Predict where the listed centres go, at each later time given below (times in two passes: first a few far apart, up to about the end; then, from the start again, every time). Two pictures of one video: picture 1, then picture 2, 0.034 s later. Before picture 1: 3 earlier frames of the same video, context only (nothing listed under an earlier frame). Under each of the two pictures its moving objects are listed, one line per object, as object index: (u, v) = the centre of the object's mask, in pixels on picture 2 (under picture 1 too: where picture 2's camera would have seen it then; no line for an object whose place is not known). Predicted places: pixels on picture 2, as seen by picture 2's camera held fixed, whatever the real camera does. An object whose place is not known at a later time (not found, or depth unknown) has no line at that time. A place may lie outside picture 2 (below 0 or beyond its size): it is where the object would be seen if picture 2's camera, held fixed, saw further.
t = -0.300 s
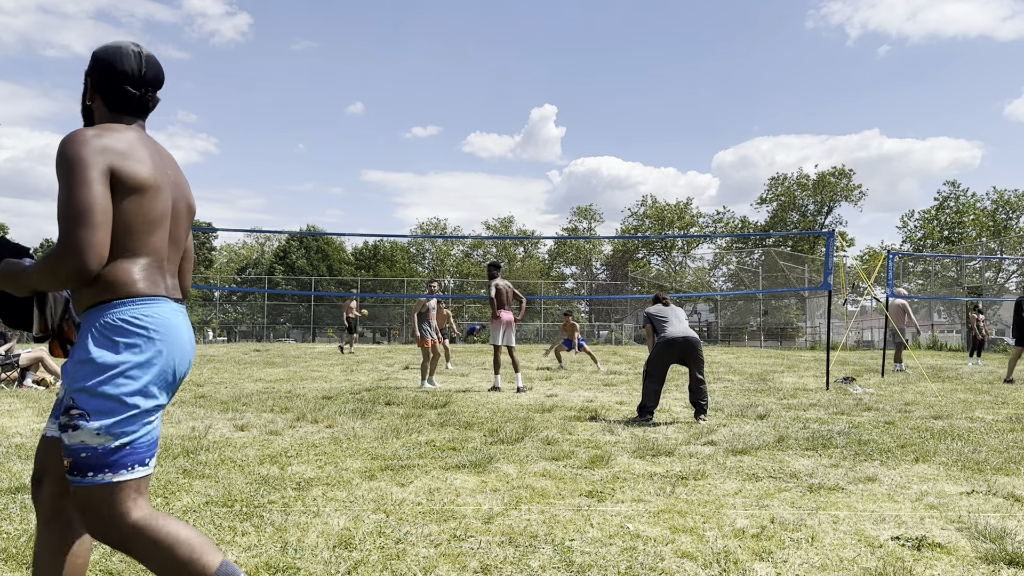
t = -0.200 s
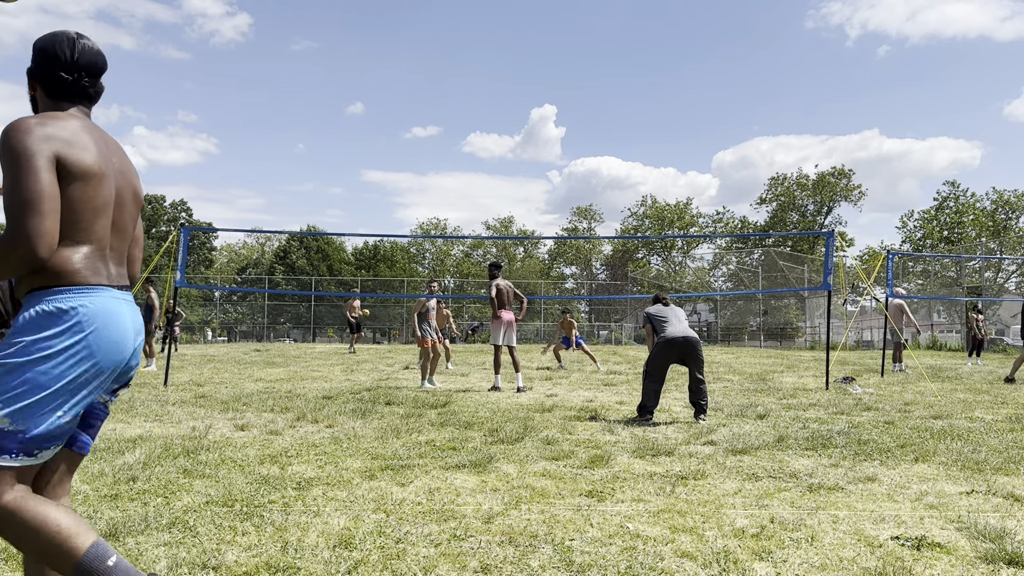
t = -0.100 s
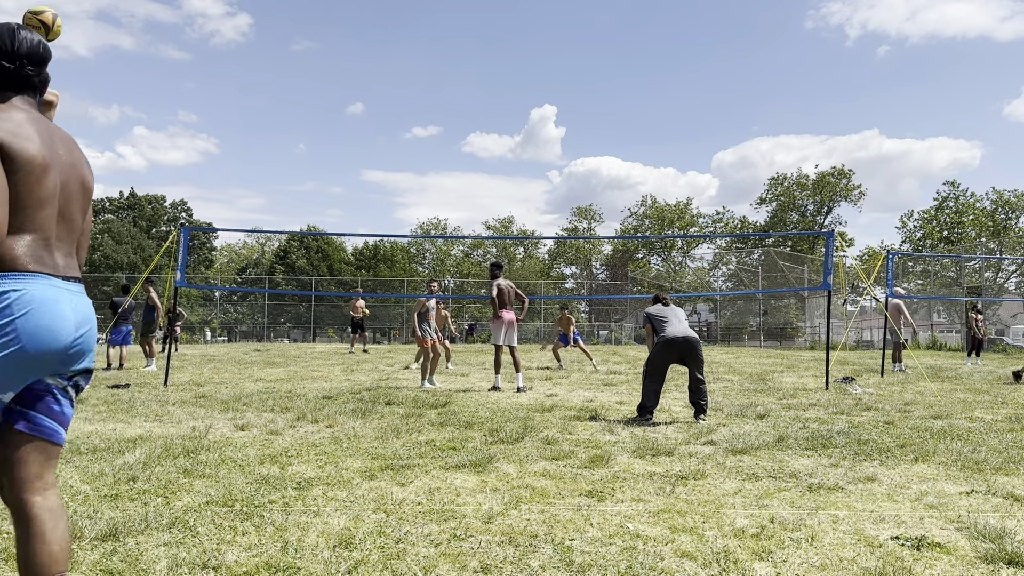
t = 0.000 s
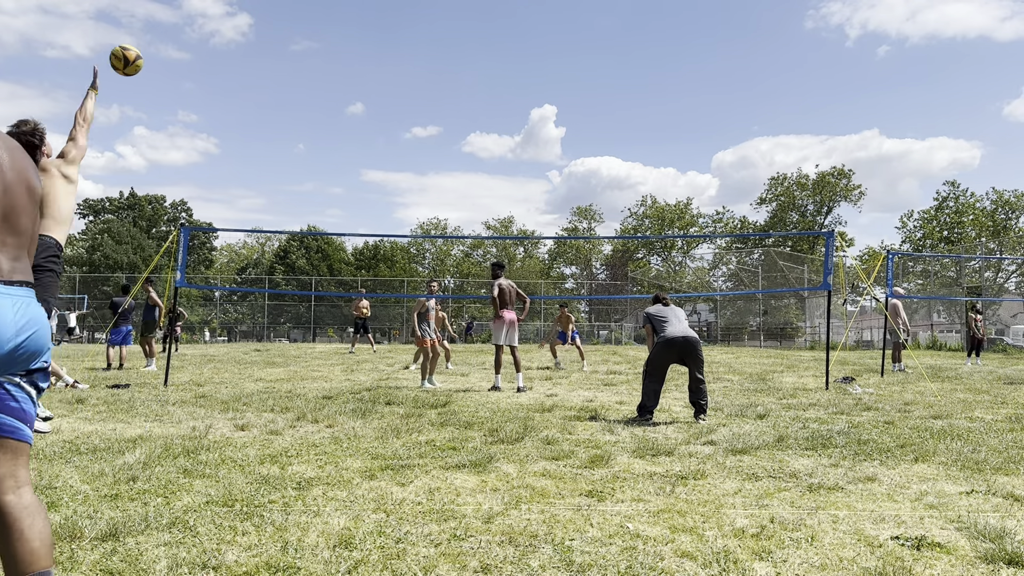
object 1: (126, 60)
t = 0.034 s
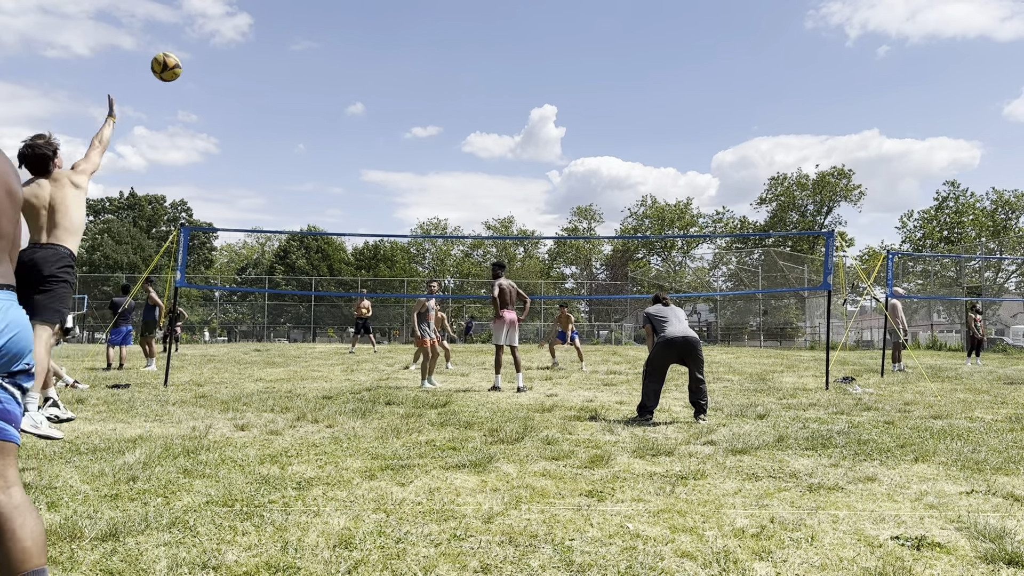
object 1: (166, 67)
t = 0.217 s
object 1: (311, 111)
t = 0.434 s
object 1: (397, 166)
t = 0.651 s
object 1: (446, 220)
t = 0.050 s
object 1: (184, 70)
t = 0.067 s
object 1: (201, 74)
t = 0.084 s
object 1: (216, 78)
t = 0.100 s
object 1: (231, 82)
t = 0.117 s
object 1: (245, 86)
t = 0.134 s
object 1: (258, 90)
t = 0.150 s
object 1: (270, 94)
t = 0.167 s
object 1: (281, 98)
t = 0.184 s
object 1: (292, 103)
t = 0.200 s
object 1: (302, 107)
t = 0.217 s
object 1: (311, 111)
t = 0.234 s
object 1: (320, 115)
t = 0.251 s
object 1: (328, 119)
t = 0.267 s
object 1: (336, 124)
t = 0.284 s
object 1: (343, 128)
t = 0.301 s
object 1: (350, 132)
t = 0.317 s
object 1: (357, 136)
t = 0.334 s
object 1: (363, 140)
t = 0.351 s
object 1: (369, 145)
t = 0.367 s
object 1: (375, 149)
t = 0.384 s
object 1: (381, 153)
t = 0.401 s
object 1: (386, 157)
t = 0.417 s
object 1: (392, 162)
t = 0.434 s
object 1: (397, 166)
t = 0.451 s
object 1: (401, 170)
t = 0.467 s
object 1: (406, 174)
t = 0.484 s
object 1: (410, 179)
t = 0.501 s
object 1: (414, 183)
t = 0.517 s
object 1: (418, 187)
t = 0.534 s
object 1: (422, 191)
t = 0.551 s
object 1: (426, 195)
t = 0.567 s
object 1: (430, 199)
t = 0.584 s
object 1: (433, 203)
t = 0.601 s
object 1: (437, 208)
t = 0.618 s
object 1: (440, 212)
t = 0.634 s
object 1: (443, 216)
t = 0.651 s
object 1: (446, 220)
